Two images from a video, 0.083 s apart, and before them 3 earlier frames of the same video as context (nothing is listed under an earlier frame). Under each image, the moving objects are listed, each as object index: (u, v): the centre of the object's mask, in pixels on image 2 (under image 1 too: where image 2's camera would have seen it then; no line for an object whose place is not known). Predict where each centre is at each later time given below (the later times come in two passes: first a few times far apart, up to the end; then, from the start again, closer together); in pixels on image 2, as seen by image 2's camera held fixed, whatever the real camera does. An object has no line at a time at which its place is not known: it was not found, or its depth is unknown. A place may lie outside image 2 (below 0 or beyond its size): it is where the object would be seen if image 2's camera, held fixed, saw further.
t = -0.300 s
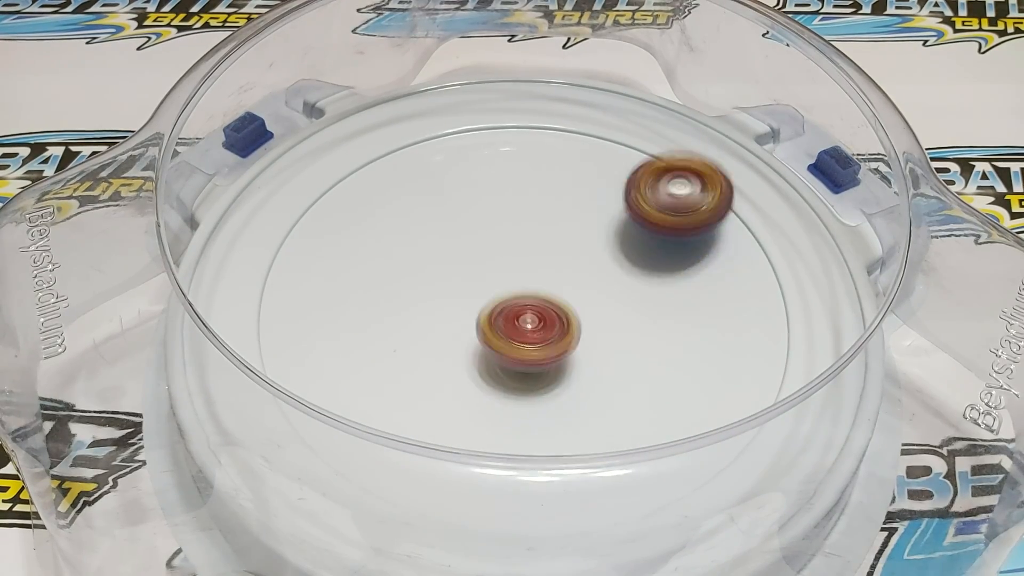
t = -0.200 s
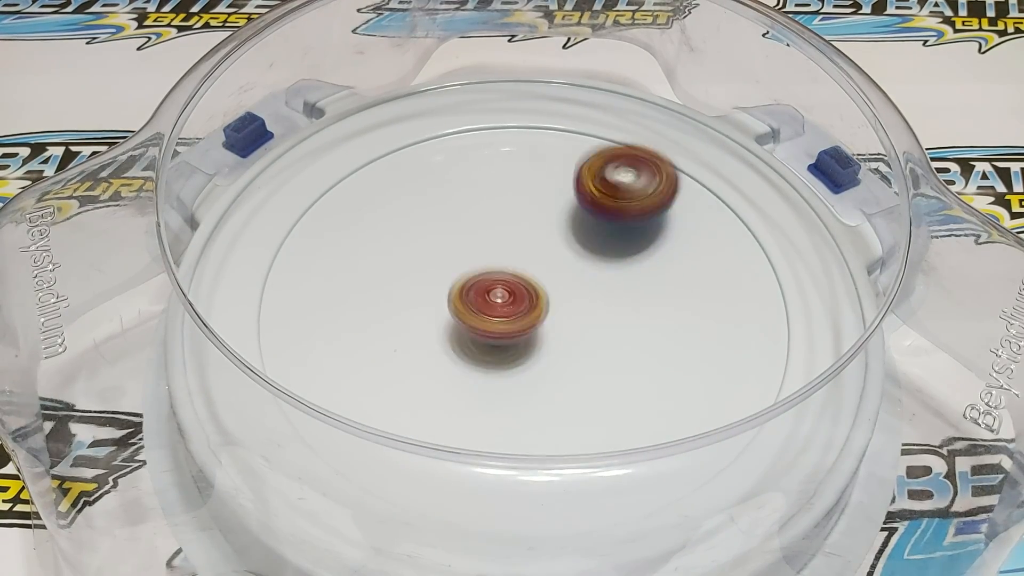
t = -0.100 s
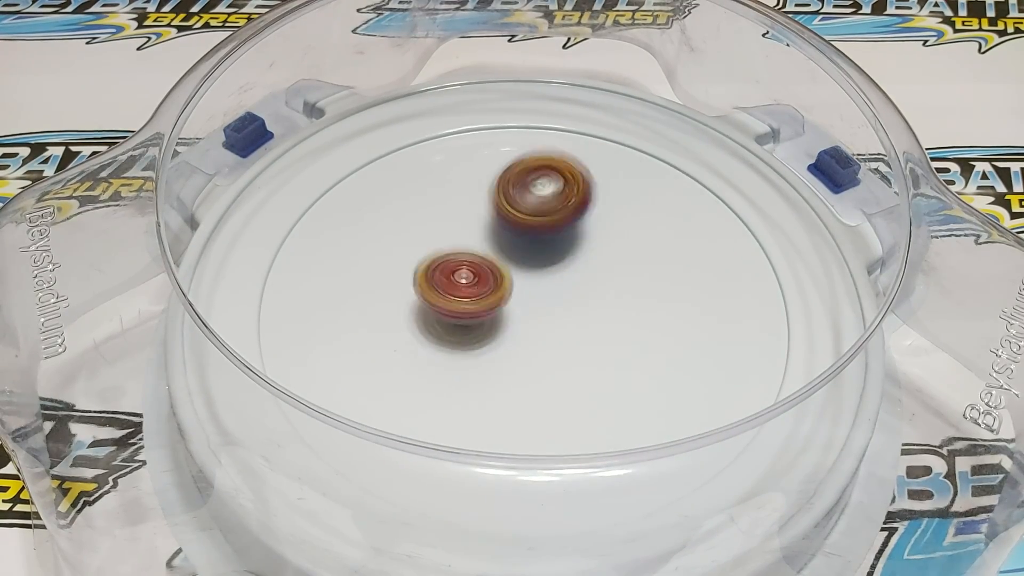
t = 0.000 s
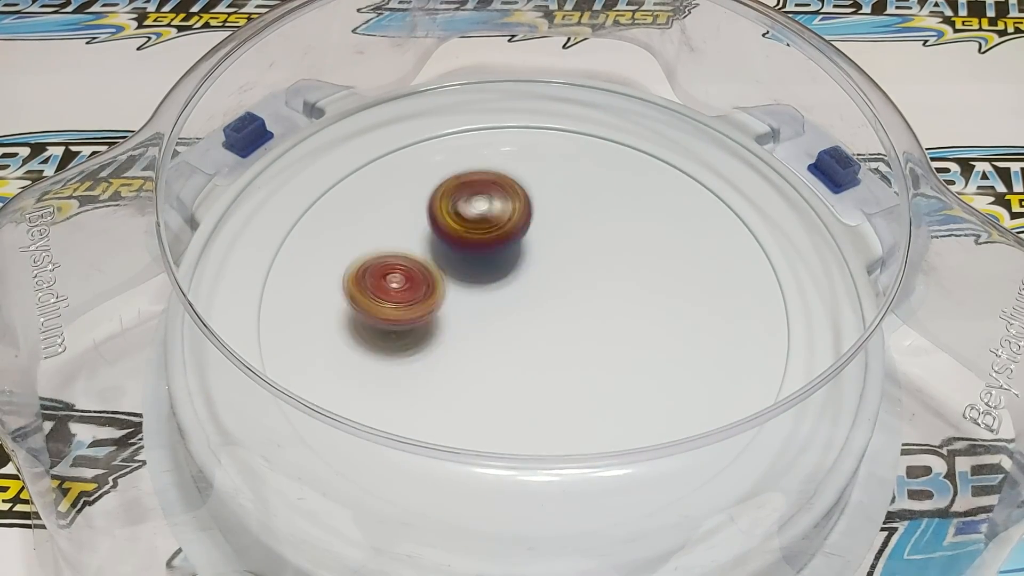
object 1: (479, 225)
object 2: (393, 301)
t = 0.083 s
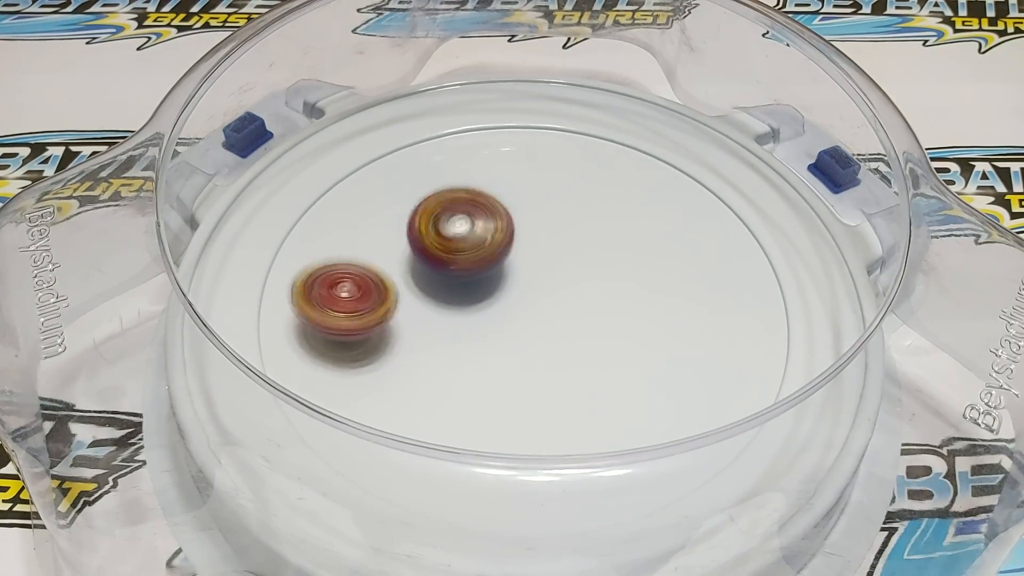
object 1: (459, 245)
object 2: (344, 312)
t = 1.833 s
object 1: (510, 337)
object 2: (656, 165)
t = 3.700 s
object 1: (620, 369)
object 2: (411, 322)
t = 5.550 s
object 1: (475, 282)
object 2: (625, 384)
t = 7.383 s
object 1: (455, 321)
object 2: (620, 246)
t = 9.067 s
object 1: (538, 304)
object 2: (546, 180)
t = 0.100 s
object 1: (458, 251)
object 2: (339, 314)
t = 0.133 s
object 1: (457, 264)
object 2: (333, 318)
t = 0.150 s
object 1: (457, 270)
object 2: (332, 320)
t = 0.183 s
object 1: (460, 284)
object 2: (332, 326)
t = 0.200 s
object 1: (463, 293)
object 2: (334, 328)
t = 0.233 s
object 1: (473, 308)
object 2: (340, 334)
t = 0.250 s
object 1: (479, 316)
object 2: (344, 335)
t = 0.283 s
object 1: (494, 330)
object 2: (355, 339)
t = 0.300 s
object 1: (502, 339)
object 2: (363, 341)
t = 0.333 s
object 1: (522, 350)
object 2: (377, 342)
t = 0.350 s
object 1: (533, 355)
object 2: (386, 342)
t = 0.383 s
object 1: (556, 365)
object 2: (403, 341)
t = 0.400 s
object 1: (568, 369)
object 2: (411, 340)
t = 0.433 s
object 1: (595, 364)
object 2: (429, 334)
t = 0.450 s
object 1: (606, 364)
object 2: (437, 331)
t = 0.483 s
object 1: (629, 358)
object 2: (454, 324)
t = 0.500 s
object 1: (639, 356)
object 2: (462, 320)
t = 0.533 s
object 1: (657, 349)
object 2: (476, 310)
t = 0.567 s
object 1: (671, 337)
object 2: (489, 298)
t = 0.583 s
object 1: (672, 341)
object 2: (494, 292)
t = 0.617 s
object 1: (679, 326)
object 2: (503, 279)
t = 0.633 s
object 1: (680, 320)
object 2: (507, 272)
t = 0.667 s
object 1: (681, 303)
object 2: (514, 257)
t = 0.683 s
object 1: (679, 294)
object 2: (516, 250)
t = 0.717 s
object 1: (673, 276)
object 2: (519, 236)
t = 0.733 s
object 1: (668, 266)
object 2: (519, 229)
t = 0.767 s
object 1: (655, 247)
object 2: (518, 214)
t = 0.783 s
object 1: (647, 238)
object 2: (516, 206)
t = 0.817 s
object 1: (627, 220)
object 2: (511, 193)
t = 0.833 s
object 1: (615, 212)
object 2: (507, 188)
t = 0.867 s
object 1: (597, 203)
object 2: (490, 172)
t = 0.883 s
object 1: (604, 207)
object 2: (463, 154)
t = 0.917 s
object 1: (616, 219)
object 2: (418, 114)
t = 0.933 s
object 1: (621, 225)
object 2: (403, 107)
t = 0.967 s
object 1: (626, 237)
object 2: (371, 111)
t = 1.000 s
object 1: (628, 251)
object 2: (343, 116)
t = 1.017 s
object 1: (627, 258)
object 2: (330, 121)
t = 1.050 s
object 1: (625, 273)
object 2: (310, 130)
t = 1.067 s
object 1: (624, 281)
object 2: (302, 132)
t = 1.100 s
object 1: (621, 294)
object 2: (293, 145)
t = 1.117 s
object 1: (619, 301)
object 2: (291, 160)
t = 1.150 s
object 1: (614, 315)
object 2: (290, 175)
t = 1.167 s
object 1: (611, 322)
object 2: (291, 183)
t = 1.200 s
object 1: (604, 334)
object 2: (297, 199)
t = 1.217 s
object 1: (601, 339)
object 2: (302, 209)
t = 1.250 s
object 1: (596, 339)
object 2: (316, 230)
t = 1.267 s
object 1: (592, 341)
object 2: (325, 239)
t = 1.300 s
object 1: (581, 360)
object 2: (347, 260)
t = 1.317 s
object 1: (579, 351)
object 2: (360, 269)
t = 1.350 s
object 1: (569, 367)
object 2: (388, 287)
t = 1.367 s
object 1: (566, 368)
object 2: (405, 295)
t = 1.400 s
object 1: (557, 371)
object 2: (440, 307)
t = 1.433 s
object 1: (550, 370)
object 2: (477, 306)
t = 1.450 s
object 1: (549, 374)
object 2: (498, 293)
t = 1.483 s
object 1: (545, 384)
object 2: (538, 283)
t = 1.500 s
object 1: (543, 393)
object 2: (560, 282)
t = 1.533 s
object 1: (538, 394)
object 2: (603, 267)
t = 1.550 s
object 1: (537, 392)
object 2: (621, 260)
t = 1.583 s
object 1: (533, 396)
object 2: (659, 244)
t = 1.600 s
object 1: (531, 401)
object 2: (677, 232)
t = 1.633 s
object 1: (527, 401)
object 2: (707, 206)
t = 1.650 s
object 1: (526, 398)
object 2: (719, 195)
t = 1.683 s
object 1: (520, 400)
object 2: (727, 174)
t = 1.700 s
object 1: (517, 396)
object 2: (719, 170)
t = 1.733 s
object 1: (515, 387)
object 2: (702, 172)
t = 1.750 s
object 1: (515, 371)
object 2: (694, 169)
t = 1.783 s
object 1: (511, 363)
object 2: (679, 166)
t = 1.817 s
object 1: (511, 343)
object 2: (663, 165)
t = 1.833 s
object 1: (510, 337)
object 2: (656, 165)
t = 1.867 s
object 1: (510, 308)
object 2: (641, 170)
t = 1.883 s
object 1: (510, 302)
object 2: (633, 172)
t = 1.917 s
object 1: (509, 294)
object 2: (617, 180)
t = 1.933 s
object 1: (508, 282)
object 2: (608, 185)
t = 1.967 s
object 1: (509, 265)
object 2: (593, 195)
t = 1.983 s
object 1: (508, 261)
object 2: (585, 202)
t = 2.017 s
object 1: (484, 239)
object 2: (595, 214)
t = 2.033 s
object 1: (467, 231)
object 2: (608, 219)
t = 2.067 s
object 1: (437, 233)
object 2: (631, 230)
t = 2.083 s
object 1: (423, 226)
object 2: (641, 236)
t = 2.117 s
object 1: (394, 222)
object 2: (658, 251)
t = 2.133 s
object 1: (382, 214)
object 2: (665, 259)
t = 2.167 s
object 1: (362, 195)
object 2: (680, 272)
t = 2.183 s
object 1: (354, 193)
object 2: (686, 279)
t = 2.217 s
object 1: (335, 198)
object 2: (703, 291)
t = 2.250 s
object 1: (325, 207)
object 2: (717, 305)
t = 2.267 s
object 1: (322, 202)
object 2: (724, 310)
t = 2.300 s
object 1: (318, 211)
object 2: (736, 319)
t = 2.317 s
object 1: (319, 219)
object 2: (740, 323)
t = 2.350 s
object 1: (325, 223)
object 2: (749, 332)
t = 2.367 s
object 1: (332, 222)
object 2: (752, 337)
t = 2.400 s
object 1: (345, 240)
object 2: (757, 343)
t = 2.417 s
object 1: (355, 253)
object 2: (758, 347)
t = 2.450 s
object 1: (376, 270)
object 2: (757, 353)
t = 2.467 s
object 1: (389, 275)
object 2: (754, 356)
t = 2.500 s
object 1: (417, 299)
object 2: (746, 361)
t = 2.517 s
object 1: (433, 296)
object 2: (742, 363)
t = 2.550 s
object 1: (465, 301)
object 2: (728, 367)
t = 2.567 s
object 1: (482, 310)
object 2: (720, 369)
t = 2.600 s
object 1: (518, 332)
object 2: (701, 372)
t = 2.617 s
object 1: (535, 330)
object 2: (689, 371)
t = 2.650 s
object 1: (563, 336)
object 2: (674, 373)
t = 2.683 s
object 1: (556, 316)
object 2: (704, 388)
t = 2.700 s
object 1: (552, 313)
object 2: (714, 392)
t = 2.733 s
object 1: (541, 284)
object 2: (730, 404)
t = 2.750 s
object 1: (534, 275)
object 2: (725, 402)
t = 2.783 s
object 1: (524, 266)
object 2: (710, 395)
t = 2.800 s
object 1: (519, 253)
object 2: (704, 395)
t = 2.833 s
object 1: (508, 239)
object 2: (691, 395)
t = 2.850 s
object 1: (506, 230)
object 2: (684, 395)
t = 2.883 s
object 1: (496, 213)
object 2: (667, 395)
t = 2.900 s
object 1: (493, 209)
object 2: (658, 395)
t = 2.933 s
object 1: (486, 190)
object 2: (639, 395)
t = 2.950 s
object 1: (482, 186)
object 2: (630, 395)
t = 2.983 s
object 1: (478, 186)
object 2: (606, 399)
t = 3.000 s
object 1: (476, 178)
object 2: (595, 400)
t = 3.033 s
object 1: (472, 175)
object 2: (574, 402)
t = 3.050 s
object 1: (471, 177)
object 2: (563, 402)
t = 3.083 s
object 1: (471, 174)
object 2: (541, 404)
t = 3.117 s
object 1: (472, 181)
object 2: (520, 405)
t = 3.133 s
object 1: (472, 182)
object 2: (510, 406)
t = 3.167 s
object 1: (476, 189)
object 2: (490, 407)
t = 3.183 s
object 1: (479, 200)
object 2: (480, 408)
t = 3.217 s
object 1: (485, 205)
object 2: (462, 410)
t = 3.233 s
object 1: (489, 217)
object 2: (452, 410)
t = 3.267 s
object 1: (498, 225)
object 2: (436, 411)
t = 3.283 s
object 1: (503, 234)
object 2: (429, 410)
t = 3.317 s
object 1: (513, 255)
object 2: (417, 410)
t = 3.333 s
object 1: (519, 256)
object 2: (412, 409)
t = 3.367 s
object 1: (531, 275)
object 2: (395, 427)
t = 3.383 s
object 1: (537, 288)
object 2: (392, 426)
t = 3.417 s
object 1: (550, 295)
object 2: (386, 420)
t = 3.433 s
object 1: (557, 309)
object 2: (384, 418)
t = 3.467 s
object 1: (569, 310)
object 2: (384, 410)
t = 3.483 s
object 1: (574, 312)
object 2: (389, 395)
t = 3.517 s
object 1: (585, 332)
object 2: (392, 390)
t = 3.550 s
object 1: (596, 351)
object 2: (396, 383)
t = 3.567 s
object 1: (599, 354)
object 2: (398, 379)
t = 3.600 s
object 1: (608, 361)
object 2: (403, 365)
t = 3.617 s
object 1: (610, 364)
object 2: (406, 359)
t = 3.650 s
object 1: (616, 353)
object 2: (410, 335)
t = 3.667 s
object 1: (619, 356)
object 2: (410, 337)
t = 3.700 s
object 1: (620, 369)
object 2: (411, 322)
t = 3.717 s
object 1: (619, 361)
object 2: (411, 315)
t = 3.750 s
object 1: (618, 348)
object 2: (408, 300)
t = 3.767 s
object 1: (614, 350)
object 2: (406, 293)
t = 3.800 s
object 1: (607, 357)
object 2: (400, 279)
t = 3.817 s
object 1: (605, 350)
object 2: (396, 273)
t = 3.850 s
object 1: (597, 345)
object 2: (389, 260)
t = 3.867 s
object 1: (592, 339)
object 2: (385, 254)
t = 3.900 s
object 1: (582, 328)
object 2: (379, 243)
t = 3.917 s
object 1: (576, 326)
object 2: (375, 238)
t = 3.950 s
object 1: (564, 311)
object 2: (370, 230)
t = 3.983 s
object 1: (552, 301)
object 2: (366, 224)
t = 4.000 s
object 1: (547, 299)
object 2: (366, 221)
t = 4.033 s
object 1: (534, 286)
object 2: (366, 219)
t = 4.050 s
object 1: (528, 282)
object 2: (368, 219)
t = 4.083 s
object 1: (516, 276)
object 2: (373, 219)
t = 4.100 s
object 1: (509, 268)
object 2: (377, 220)
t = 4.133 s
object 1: (499, 265)
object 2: (385, 221)
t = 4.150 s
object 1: (494, 251)
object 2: (391, 224)
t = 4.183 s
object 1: (492, 264)
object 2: (391, 215)
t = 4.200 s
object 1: (499, 262)
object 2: (385, 206)
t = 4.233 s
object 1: (510, 272)
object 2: (375, 190)
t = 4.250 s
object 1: (515, 280)
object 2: (372, 183)
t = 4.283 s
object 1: (524, 292)
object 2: (367, 172)
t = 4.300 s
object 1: (530, 300)
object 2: (366, 167)
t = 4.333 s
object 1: (537, 312)
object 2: (365, 160)
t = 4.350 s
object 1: (539, 321)
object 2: (369, 160)
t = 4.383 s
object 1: (544, 333)
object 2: (376, 162)
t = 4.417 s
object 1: (546, 344)
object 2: (385, 163)
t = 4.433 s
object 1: (548, 345)
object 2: (390, 164)
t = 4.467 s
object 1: (550, 355)
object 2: (402, 168)
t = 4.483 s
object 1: (549, 360)
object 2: (408, 171)
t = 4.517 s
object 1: (547, 366)
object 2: (424, 167)
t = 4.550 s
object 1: (546, 371)
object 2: (438, 185)
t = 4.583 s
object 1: (541, 375)
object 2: (455, 184)
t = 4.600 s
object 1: (536, 375)
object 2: (466, 188)
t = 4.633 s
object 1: (528, 375)
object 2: (484, 196)
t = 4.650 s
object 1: (524, 375)
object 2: (494, 198)
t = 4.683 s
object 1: (514, 372)
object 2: (514, 203)
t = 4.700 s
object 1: (509, 371)
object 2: (526, 205)
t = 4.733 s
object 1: (499, 367)
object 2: (545, 208)
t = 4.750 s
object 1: (494, 365)
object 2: (554, 208)
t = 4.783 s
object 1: (484, 359)
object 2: (576, 206)
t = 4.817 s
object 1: (473, 354)
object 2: (598, 203)
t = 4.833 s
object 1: (470, 349)
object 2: (608, 203)
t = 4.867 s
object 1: (460, 342)
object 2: (627, 196)
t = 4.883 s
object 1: (457, 338)
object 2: (636, 195)
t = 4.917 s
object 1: (451, 331)
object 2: (653, 191)
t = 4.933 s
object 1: (447, 327)
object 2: (660, 190)
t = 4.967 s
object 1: (440, 320)
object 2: (670, 188)
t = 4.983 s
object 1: (438, 315)
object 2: (674, 187)
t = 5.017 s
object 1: (433, 308)
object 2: (682, 187)
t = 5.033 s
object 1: (432, 304)
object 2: (685, 190)
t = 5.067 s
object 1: (429, 300)
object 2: (687, 194)
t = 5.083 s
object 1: (427, 296)
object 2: (688, 196)
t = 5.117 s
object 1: (424, 289)
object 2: (687, 202)
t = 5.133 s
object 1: (423, 286)
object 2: (685, 206)
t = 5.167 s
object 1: (421, 280)
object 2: (680, 216)
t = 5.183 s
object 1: (421, 279)
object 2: (676, 222)
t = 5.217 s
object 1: (420, 276)
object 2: (667, 233)
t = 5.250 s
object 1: (419, 273)
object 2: (658, 247)
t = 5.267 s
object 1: (418, 272)
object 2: (653, 253)
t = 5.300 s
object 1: (420, 284)
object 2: (644, 267)
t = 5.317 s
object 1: (421, 284)
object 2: (640, 274)
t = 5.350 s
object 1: (423, 285)
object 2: (631, 293)
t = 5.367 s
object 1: (427, 283)
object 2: (630, 298)
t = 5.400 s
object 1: (432, 284)
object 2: (627, 315)
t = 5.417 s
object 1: (436, 285)
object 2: (626, 324)
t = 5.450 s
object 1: (445, 284)
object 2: (625, 341)
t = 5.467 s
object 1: (448, 285)
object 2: (625, 350)
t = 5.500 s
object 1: (458, 285)
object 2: (626, 365)
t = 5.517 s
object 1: (464, 283)
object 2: (625, 372)
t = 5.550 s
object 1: (475, 282)
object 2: (625, 384)
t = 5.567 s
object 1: (482, 280)
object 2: (623, 390)
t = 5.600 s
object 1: (492, 277)
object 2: (620, 399)
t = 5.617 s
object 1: (497, 277)
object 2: (619, 403)
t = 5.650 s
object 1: (508, 273)
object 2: (615, 408)
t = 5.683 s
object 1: (518, 267)
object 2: (609, 411)
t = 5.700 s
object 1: (521, 266)
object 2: (607, 412)
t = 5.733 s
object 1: (529, 262)
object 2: (597, 414)
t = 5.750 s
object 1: (533, 258)
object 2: (592, 414)
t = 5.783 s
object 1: (538, 253)
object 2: (580, 413)
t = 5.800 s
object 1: (541, 249)
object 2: (575, 412)
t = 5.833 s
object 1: (545, 245)
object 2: (563, 409)
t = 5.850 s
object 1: (547, 243)
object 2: (557, 408)
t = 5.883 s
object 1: (549, 238)
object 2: (545, 396)
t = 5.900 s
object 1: (548, 238)
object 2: (537, 392)
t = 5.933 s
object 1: (548, 235)
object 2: (522, 383)
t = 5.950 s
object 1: (548, 234)
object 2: (514, 379)
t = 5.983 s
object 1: (547, 233)
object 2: (497, 369)
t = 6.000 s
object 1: (546, 231)
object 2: (487, 374)
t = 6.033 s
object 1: (543, 233)
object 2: (470, 358)
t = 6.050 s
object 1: (542, 235)
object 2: (462, 353)
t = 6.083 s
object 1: (539, 237)
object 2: (444, 345)
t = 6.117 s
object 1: (535, 241)
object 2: (425, 337)
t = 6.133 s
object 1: (533, 245)
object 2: (417, 334)
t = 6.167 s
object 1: (531, 250)
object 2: (401, 325)
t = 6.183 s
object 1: (529, 255)
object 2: (394, 321)
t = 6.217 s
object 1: (527, 263)
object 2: (382, 322)
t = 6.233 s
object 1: (527, 266)
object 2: (378, 319)
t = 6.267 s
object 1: (526, 276)
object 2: (369, 312)
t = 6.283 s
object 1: (527, 278)
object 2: (365, 308)
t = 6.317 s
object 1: (528, 288)
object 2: (360, 302)
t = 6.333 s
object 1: (530, 294)
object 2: (358, 299)
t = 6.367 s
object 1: (534, 301)
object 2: (356, 293)
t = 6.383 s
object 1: (534, 306)
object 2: (356, 290)
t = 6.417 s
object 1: (539, 314)
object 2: (359, 285)
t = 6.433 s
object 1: (542, 317)
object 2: (360, 283)
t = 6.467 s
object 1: (548, 324)
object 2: (366, 277)
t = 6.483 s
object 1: (551, 325)
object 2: (371, 275)
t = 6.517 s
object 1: (557, 330)
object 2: (380, 270)
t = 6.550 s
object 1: (564, 334)
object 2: (391, 266)
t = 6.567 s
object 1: (569, 323)
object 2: (396, 264)
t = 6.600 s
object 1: (575, 324)
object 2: (409, 259)
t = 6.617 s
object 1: (579, 326)
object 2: (416, 257)
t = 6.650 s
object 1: (582, 324)
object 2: (431, 242)
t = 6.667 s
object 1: (583, 322)
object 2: (436, 247)
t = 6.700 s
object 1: (587, 321)
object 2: (449, 241)
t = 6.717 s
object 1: (586, 320)
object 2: (455, 237)
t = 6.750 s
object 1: (585, 314)
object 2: (470, 222)
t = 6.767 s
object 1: (584, 311)
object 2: (475, 227)
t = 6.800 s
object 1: (580, 309)
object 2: (488, 220)
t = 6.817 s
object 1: (578, 305)
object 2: (495, 209)
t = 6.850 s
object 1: (571, 299)
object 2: (508, 203)
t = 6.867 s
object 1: (568, 298)
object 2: (514, 200)
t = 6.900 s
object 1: (558, 293)
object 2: (525, 195)
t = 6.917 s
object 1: (551, 303)
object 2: (530, 193)
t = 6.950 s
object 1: (545, 285)
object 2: (541, 189)
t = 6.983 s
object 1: (532, 283)
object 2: (551, 186)
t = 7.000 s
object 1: (524, 296)
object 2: (556, 184)
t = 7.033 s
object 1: (516, 281)
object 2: (564, 184)
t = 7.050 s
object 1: (509, 281)
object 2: (567, 184)
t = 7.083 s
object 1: (497, 294)
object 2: (575, 184)
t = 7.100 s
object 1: (492, 294)
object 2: (579, 187)
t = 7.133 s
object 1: (483, 285)
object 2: (586, 190)
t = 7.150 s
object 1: (478, 283)
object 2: (589, 191)
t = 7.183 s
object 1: (469, 298)
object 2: (595, 196)
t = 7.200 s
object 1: (466, 298)
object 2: (597, 199)
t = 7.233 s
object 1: (458, 302)
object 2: (602, 207)
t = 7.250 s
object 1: (457, 304)
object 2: (604, 210)
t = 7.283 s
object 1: (452, 307)
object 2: (608, 217)
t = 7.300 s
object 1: (451, 311)
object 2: (610, 222)
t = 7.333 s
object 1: (452, 314)
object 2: (614, 231)
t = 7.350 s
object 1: (451, 317)
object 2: (616, 236)
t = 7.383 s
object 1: (455, 321)
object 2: (620, 246)
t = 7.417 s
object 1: (461, 322)
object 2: (624, 258)
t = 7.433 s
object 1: (463, 325)
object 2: (625, 265)
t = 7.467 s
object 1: (472, 325)
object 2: (629, 277)
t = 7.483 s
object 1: (476, 325)
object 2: (632, 283)
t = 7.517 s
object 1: (485, 324)
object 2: (636, 295)
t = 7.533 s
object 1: (491, 322)
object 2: (637, 301)
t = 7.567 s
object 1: (499, 319)
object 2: (639, 312)
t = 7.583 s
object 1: (505, 316)
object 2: (641, 317)
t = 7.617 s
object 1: (513, 311)
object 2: (641, 327)
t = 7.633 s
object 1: (518, 307)
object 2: (640, 332)
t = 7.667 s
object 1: (524, 301)
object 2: (639, 340)
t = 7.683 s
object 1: (527, 298)
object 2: (639, 343)
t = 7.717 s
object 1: (531, 290)
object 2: (635, 351)
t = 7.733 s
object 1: (533, 288)
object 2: (632, 354)
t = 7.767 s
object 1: (537, 279)
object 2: (627, 360)
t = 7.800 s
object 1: (537, 272)
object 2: (619, 365)
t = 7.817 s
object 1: (538, 269)
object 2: (616, 367)
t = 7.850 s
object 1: (537, 261)
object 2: (606, 370)
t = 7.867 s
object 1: (536, 260)
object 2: (601, 371)
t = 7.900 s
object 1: (535, 253)
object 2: (590, 374)
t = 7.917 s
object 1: (532, 251)
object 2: (585, 374)
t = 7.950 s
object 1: (531, 246)
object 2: (573, 375)
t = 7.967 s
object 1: (527, 244)
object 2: (566, 375)
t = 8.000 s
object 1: (523, 241)
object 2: (554, 374)
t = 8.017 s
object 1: (521, 240)
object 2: (548, 374)
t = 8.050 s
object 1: (516, 239)
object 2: (535, 372)
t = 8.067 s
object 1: (513, 237)
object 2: (527, 370)
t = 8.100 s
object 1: (508, 239)
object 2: (513, 367)
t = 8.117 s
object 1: (506, 239)
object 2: (507, 365)
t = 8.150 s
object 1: (502, 243)
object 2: (493, 361)
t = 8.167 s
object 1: (501, 244)
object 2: (485, 357)
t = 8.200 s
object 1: (498, 251)
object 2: (471, 351)
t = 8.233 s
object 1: (497, 256)
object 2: (459, 342)
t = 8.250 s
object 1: (497, 257)
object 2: (452, 339)
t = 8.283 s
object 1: (500, 265)
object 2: (440, 332)
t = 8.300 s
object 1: (502, 268)
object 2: (430, 329)
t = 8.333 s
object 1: (522, 272)
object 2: (397, 331)
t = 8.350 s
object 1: (533, 269)
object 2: (384, 321)
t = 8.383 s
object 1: (553, 270)
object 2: (361, 313)
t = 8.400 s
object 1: (564, 268)
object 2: (354, 310)
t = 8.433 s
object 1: (580, 267)
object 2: (342, 311)
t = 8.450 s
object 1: (589, 265)
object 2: (337, 307)
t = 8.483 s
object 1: (603, 263)
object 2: (334, 299)
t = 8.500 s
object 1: (611, 261)
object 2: (333, 286)
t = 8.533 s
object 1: (621, 259)
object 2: (335, 288)
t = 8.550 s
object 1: (626, 257)
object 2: (338, 287)
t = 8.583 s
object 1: (633, 255)
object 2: (344, 281)
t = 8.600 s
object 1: (636, 252)
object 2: (348, 279)
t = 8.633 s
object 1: (638, 251)
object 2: (359, 274)
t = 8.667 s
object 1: (640, 248)
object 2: (372, 267)
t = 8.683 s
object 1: (639, 247)
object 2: (378, 263)
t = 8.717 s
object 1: (637, 245)
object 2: (391, 255)
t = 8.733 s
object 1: (634, 245)
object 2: (398, 251)
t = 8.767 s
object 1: (629, 244)
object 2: (414, 234)
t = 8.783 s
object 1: (624, 245)
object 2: (422, 230)
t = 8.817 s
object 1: (617, 246)
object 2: (434, 228)
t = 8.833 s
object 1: (611, 248)
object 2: (441, 225)
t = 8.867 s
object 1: (603, 252)
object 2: (459, 209)
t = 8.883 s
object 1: (595, 257)
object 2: (466, 204)
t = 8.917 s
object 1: (586, 262)
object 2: (479, 206)
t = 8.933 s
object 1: (578, 268)
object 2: (487, 203)
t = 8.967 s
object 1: (569, 274)
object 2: (501, 197)
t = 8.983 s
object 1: (562, 281)
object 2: (512, 188)
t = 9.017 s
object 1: (552, 288)
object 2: (526, 182)
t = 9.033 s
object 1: (546, 296)
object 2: (532, 180)
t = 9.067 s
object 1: (538, 304)
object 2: (546, 180)
